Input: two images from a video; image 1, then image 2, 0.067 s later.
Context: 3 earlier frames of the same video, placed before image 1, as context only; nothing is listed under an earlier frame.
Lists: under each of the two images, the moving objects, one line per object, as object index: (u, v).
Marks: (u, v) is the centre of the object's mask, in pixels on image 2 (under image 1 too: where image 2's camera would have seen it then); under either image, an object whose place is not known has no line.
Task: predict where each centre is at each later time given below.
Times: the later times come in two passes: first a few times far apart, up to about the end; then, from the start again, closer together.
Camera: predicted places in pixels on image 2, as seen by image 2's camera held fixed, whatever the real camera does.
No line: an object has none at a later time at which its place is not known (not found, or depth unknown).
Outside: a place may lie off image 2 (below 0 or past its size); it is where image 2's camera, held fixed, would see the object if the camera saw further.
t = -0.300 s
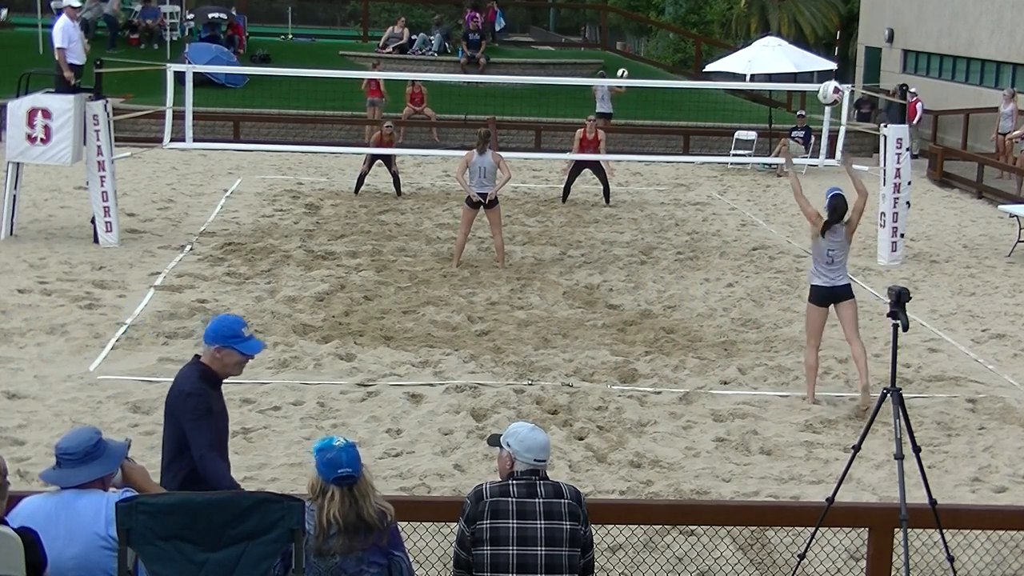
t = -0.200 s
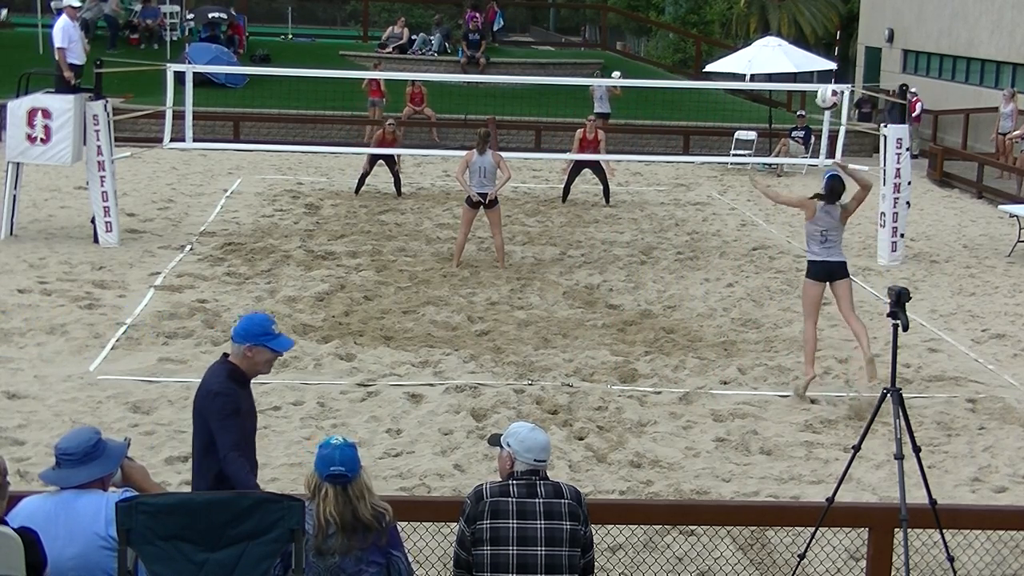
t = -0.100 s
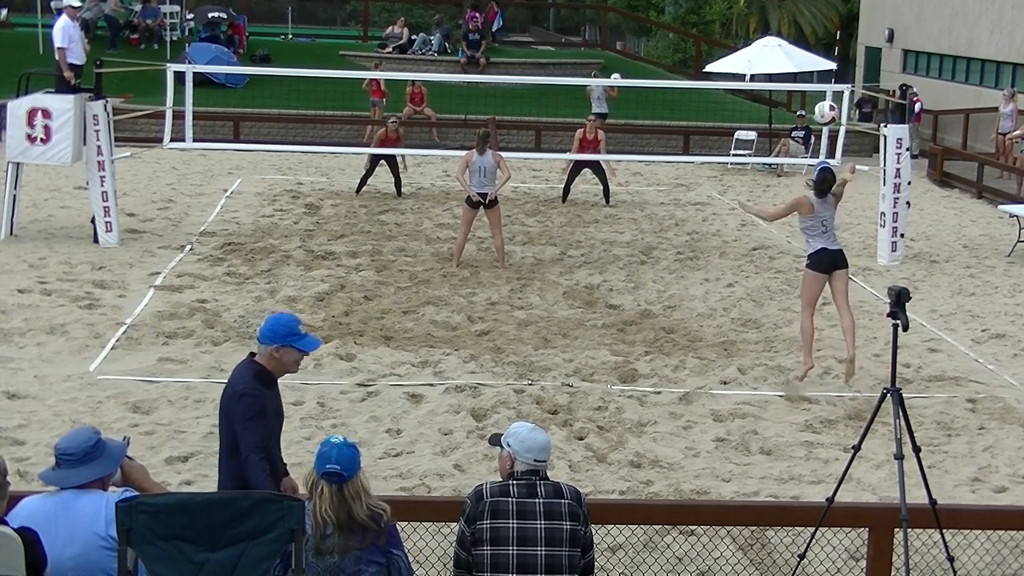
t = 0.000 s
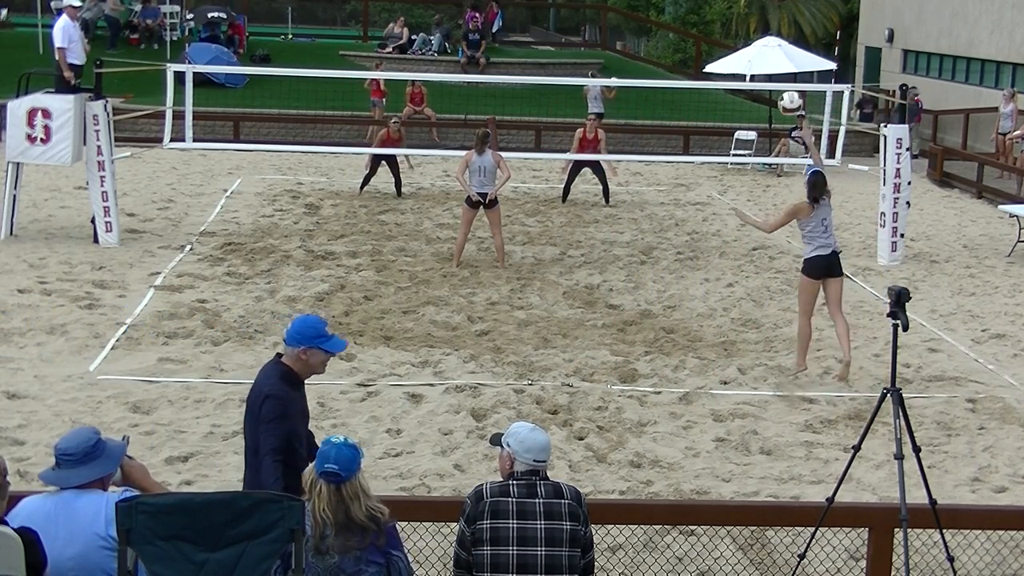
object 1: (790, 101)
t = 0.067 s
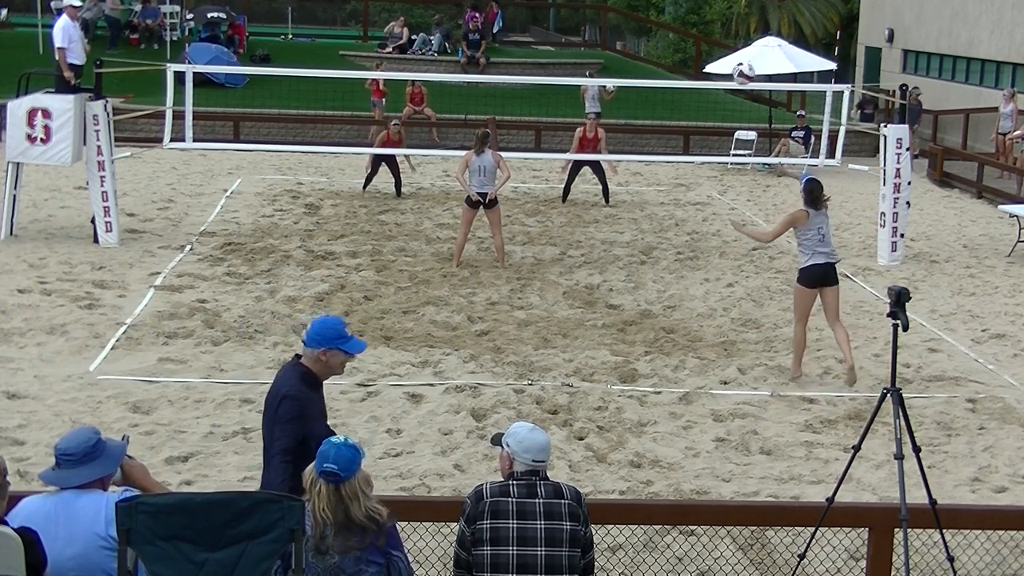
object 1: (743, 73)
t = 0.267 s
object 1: (626, 22)
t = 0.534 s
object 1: (508, 26)
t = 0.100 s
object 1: (721, 60)
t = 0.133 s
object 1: (699, 50)
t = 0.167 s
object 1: (679, 41)
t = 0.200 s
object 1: (661, 32)
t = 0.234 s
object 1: (643, 26)
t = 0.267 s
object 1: (626, 22)
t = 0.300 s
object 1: (610, 19)
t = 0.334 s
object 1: (594, 17)
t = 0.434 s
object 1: (550, 18)
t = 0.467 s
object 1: (536, 20)
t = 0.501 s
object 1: (522, 23)
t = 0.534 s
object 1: (508, 26)
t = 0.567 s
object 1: (495, 31)
